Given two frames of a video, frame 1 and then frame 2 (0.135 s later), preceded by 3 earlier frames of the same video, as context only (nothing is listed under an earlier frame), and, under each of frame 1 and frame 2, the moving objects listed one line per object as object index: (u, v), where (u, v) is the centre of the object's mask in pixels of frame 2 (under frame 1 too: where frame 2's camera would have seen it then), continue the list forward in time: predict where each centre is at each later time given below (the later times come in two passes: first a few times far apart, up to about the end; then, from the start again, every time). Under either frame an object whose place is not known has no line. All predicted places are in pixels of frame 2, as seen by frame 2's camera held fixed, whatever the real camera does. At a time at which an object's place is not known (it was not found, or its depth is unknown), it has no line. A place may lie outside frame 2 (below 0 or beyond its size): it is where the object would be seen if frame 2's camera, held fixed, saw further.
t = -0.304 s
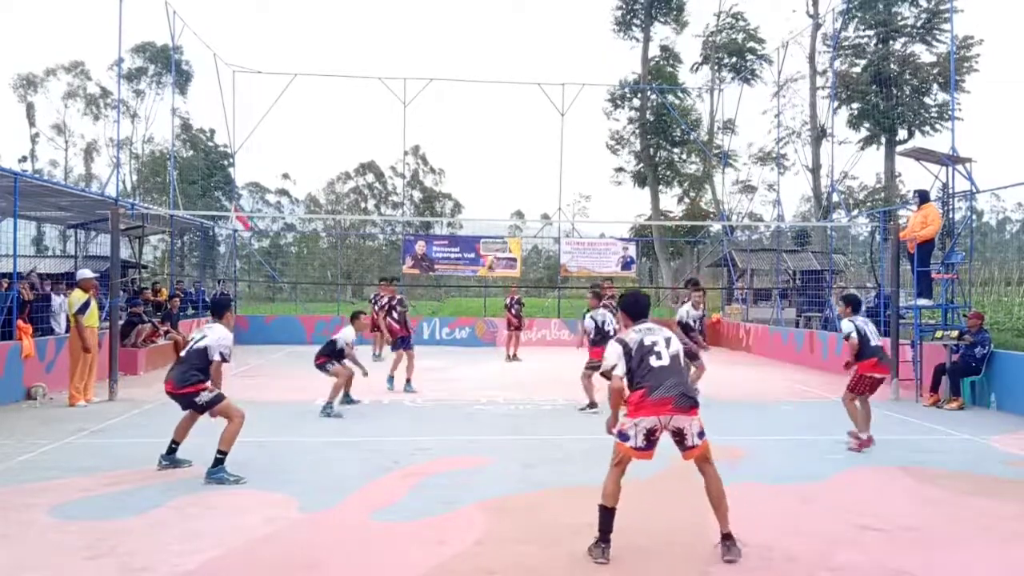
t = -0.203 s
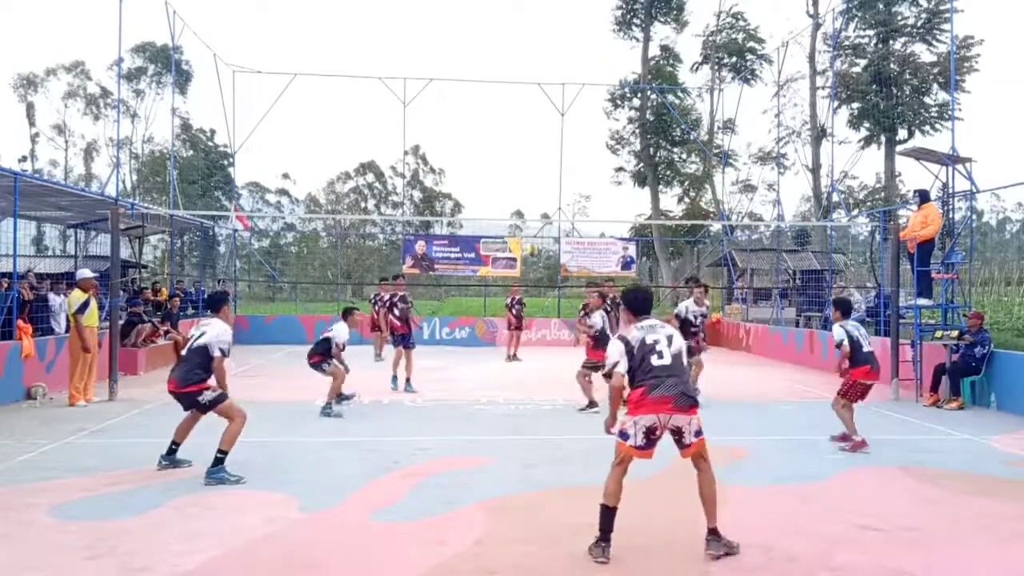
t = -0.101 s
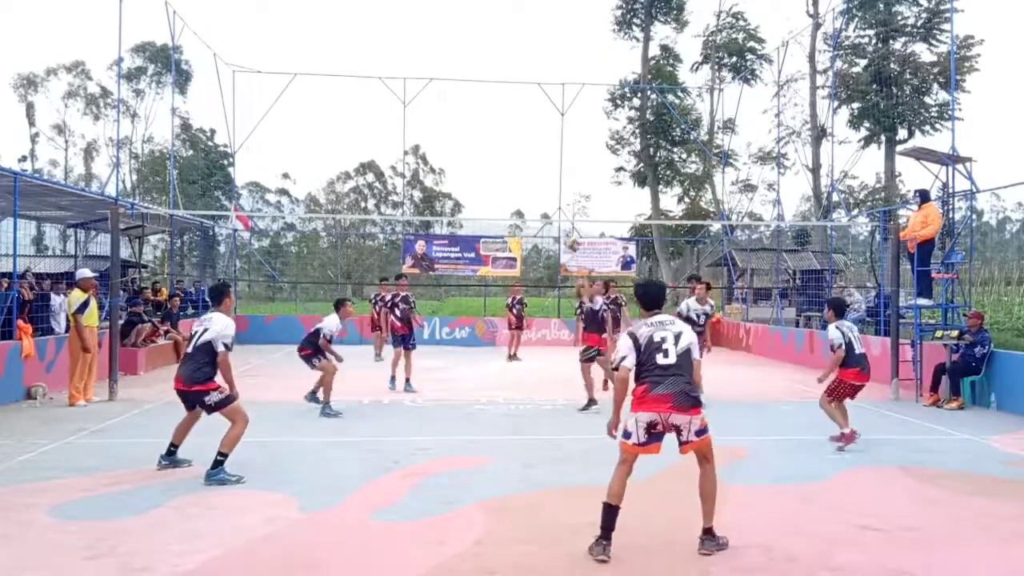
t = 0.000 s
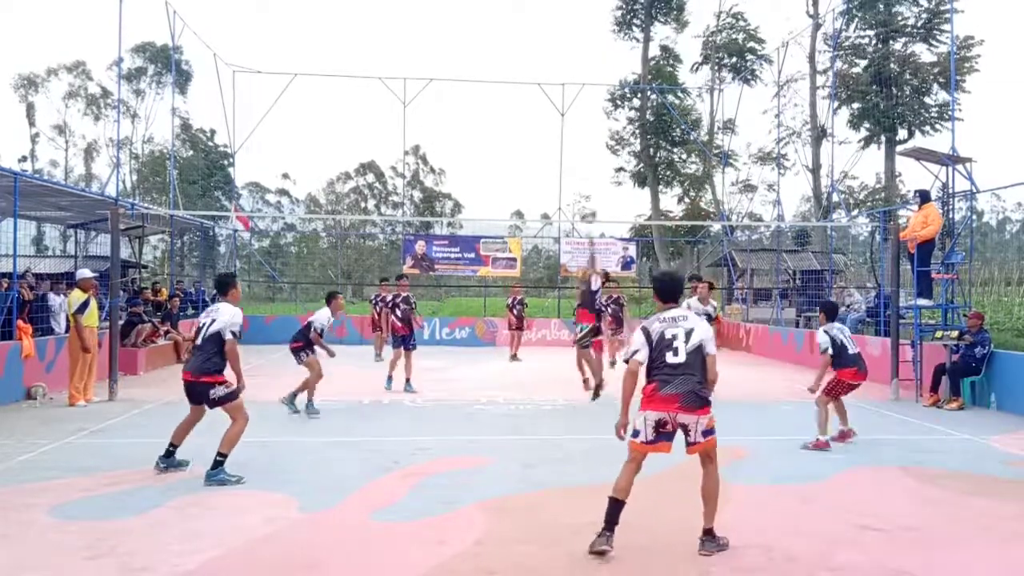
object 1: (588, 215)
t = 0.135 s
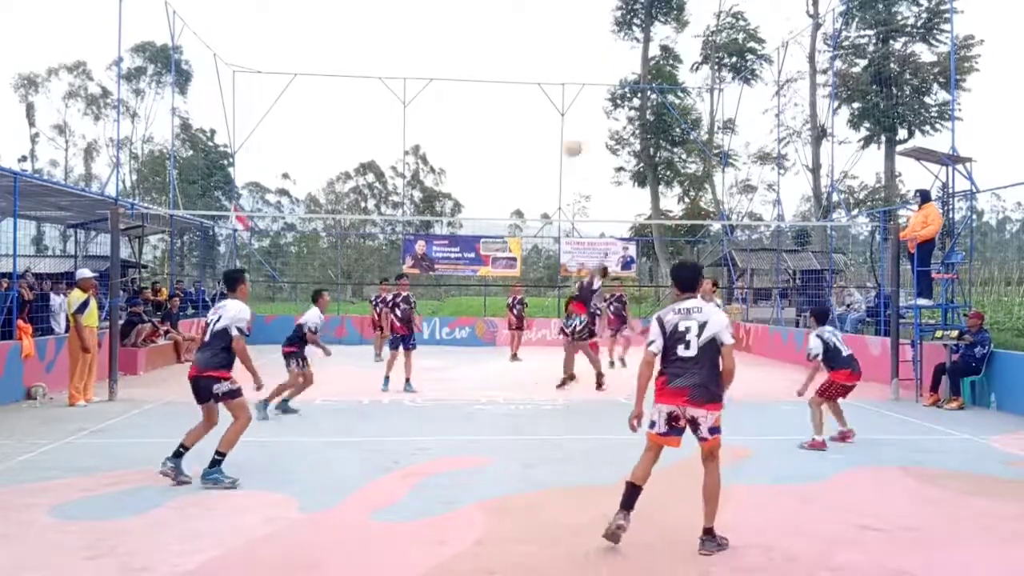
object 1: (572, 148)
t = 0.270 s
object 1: (557, 96)
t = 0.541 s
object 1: (529, 34)
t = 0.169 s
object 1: (570, 132)
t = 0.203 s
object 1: (566, 121)
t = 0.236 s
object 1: (563, 108)
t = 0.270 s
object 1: (557, 96)
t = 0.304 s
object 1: (554, 85)
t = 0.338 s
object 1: (551, 75)
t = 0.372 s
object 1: (547, 66)
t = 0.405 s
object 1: (543, 58)
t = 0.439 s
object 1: (540, 50)
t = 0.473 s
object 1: (536, 45)
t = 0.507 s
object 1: (533, 40)
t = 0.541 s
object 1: (529, 34)
